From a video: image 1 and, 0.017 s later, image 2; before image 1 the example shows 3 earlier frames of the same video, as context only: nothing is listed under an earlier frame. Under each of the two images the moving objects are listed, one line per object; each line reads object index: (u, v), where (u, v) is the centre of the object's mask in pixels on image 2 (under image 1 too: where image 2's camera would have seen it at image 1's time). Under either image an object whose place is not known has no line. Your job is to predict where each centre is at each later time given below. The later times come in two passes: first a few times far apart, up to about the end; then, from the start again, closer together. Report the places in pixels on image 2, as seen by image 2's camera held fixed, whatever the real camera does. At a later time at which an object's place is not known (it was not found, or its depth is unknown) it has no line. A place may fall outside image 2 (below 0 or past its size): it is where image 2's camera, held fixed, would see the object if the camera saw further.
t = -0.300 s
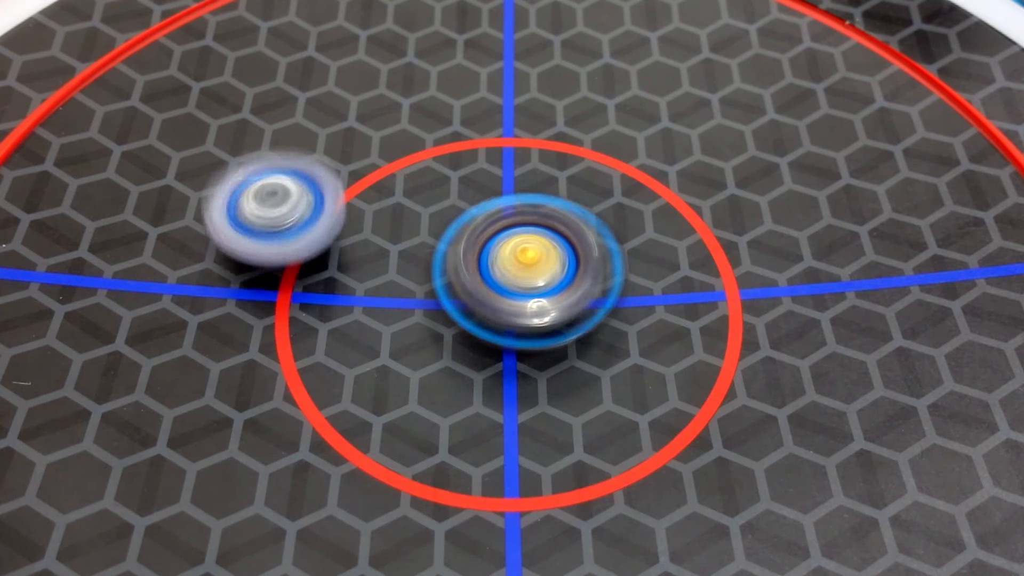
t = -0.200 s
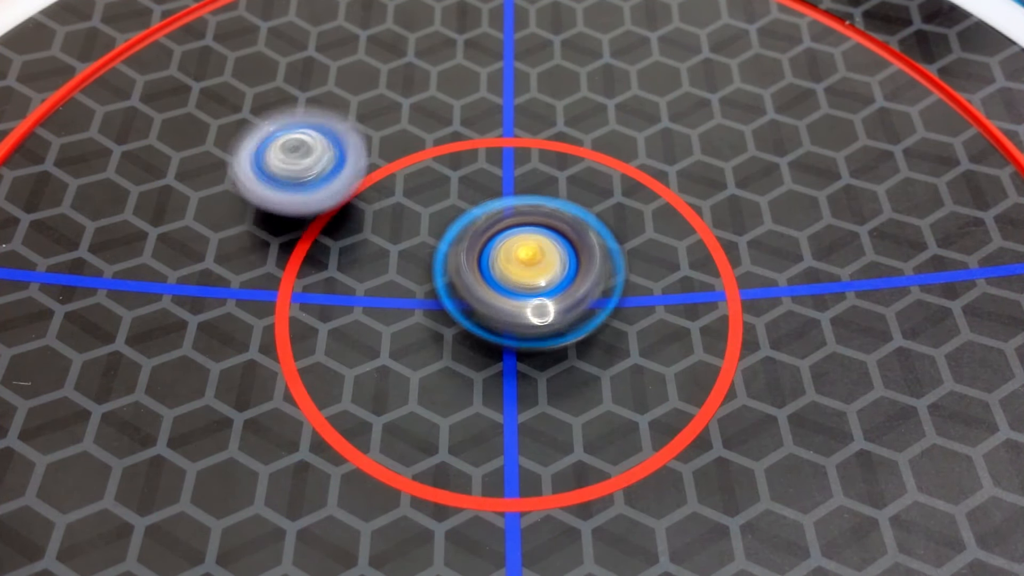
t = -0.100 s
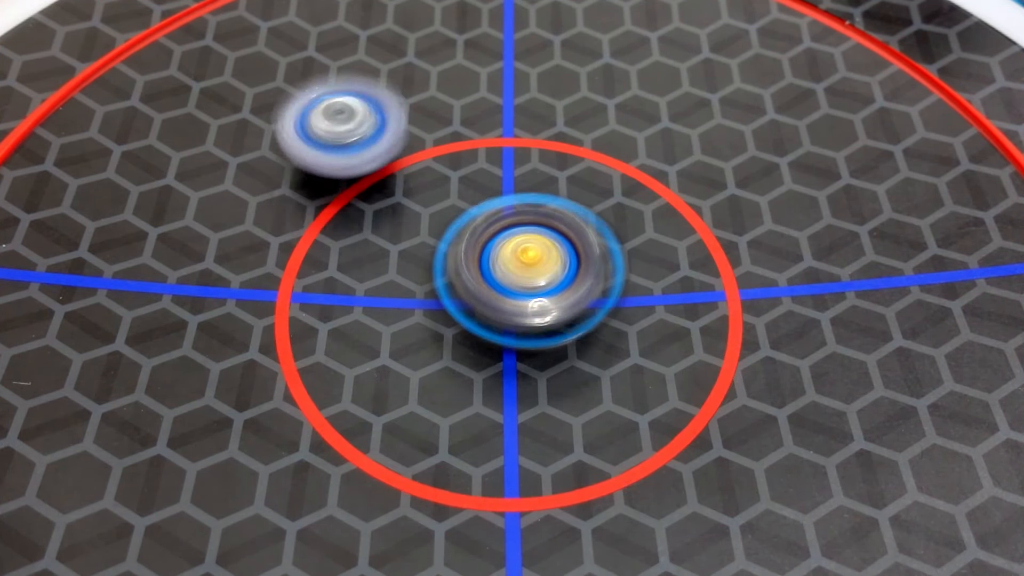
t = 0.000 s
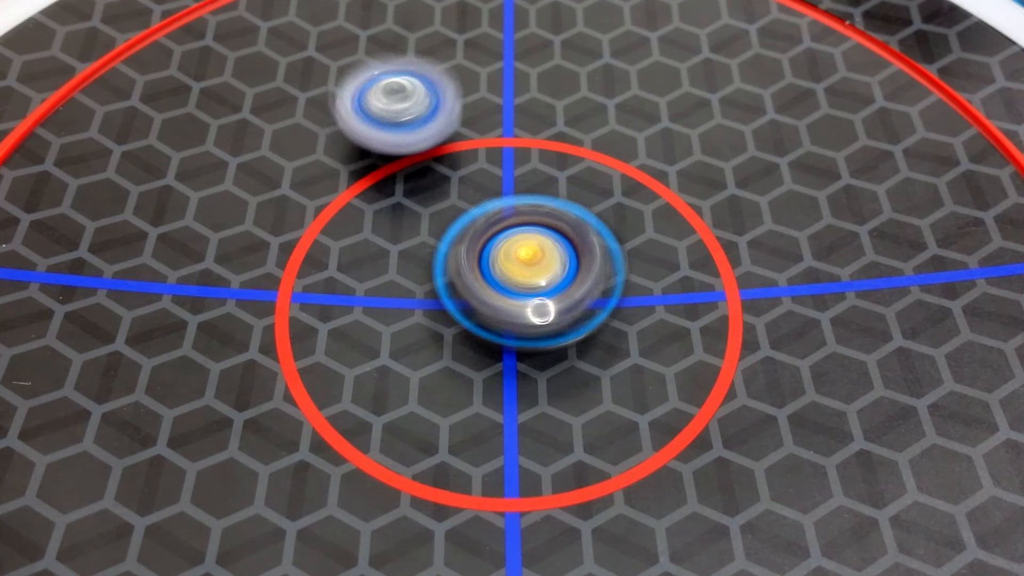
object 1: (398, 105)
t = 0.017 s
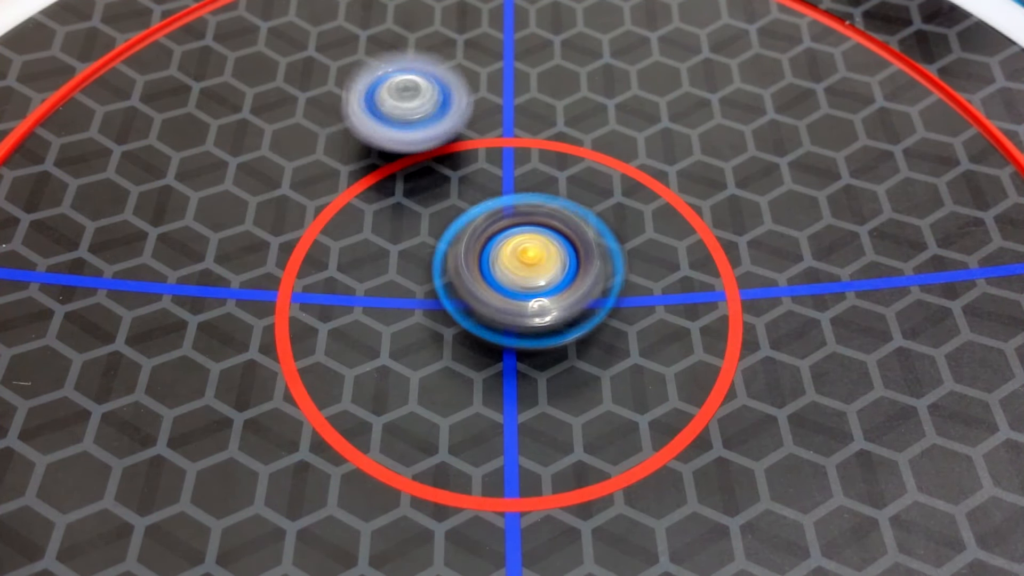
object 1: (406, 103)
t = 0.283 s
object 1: (576, 127)
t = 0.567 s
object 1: (739, 193)
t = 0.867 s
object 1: (881, 296)
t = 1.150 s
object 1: (789, 415)
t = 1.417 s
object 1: (593, 407)
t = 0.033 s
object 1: (418, 102)
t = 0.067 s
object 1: (439, 100)
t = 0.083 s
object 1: (448, 99)
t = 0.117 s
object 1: (470, 100)
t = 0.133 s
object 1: (483, 101)
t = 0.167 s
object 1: (504, 104)
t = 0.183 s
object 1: (513, 106)
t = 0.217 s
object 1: (534, 111)
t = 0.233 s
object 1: (547, 115)
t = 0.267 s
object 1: (567, 123)
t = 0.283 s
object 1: (576, 127)
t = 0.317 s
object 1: (595, 137)
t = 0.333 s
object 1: (605, 143)
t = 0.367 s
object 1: (624, 156)
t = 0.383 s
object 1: (631, 162)
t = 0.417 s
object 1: (647, 173)
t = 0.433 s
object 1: (658, 175)
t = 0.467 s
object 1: (681, 177)
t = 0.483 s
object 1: (690, 178)
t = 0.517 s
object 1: (710, 183)
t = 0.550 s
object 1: (730, 189)
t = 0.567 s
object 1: (739, 193)
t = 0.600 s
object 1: (760, 199)
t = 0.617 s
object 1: (771, 203)
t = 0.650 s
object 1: (790, 211)
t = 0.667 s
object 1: (799, 216)
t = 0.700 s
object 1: (819, 224)
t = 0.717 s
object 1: (827, 230)
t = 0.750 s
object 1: (842, 243)
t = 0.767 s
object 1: (852, 249)
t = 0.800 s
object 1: (864, 264)
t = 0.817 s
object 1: (869, 270)
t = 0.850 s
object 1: (878, 287)
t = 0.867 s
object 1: (881, 296)
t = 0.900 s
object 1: (886, 312)
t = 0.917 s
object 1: (887, 321)
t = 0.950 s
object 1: (887, 339)
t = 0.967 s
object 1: (882, 348)
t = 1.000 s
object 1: (873, 363)
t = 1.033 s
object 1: (862, 378)
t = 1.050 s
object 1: (851, 387)
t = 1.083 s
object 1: (833, 399)
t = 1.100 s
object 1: (823, 403)
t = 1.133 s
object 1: (802, 413)
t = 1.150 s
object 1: (789, 415)
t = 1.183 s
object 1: (762, 420)
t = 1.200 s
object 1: (747, 421)
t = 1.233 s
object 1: (719, 421)
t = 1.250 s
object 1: (704, 420)
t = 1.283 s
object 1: (674, 417)
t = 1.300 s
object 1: (661, 416)
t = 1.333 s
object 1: (629, 411)
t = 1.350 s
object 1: (615, 406)
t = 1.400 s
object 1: (597, 405)
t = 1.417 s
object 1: (593, 407)
